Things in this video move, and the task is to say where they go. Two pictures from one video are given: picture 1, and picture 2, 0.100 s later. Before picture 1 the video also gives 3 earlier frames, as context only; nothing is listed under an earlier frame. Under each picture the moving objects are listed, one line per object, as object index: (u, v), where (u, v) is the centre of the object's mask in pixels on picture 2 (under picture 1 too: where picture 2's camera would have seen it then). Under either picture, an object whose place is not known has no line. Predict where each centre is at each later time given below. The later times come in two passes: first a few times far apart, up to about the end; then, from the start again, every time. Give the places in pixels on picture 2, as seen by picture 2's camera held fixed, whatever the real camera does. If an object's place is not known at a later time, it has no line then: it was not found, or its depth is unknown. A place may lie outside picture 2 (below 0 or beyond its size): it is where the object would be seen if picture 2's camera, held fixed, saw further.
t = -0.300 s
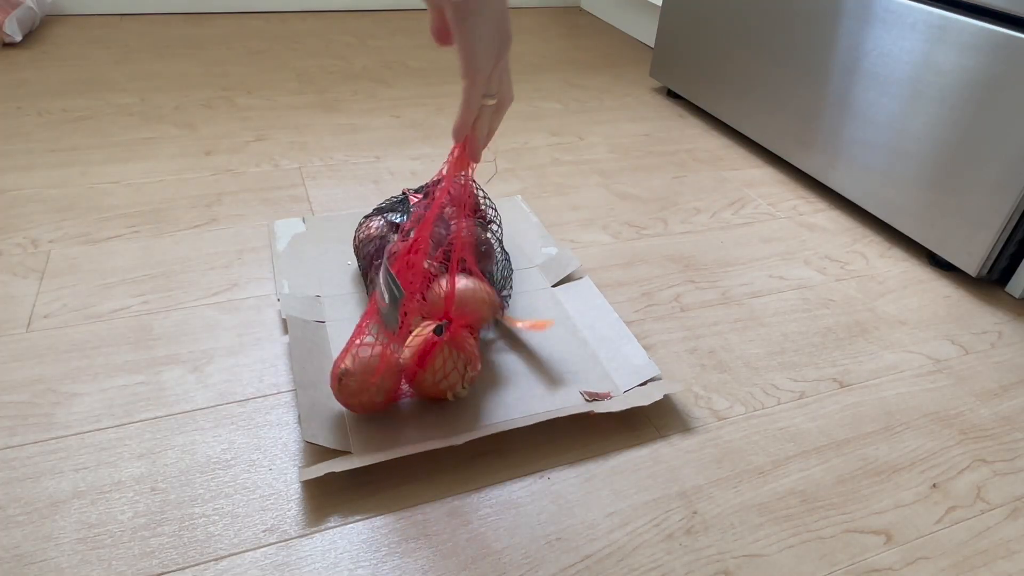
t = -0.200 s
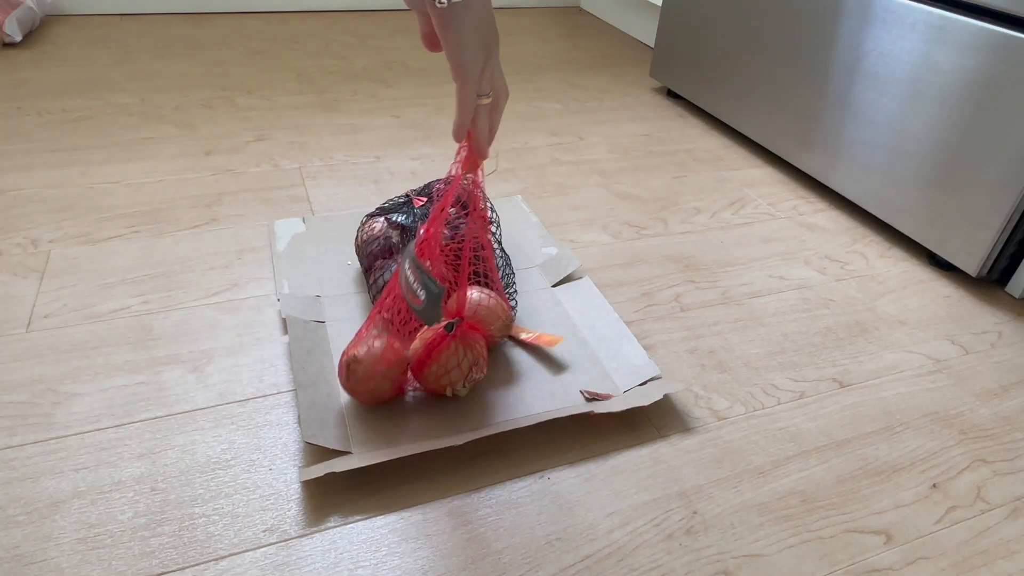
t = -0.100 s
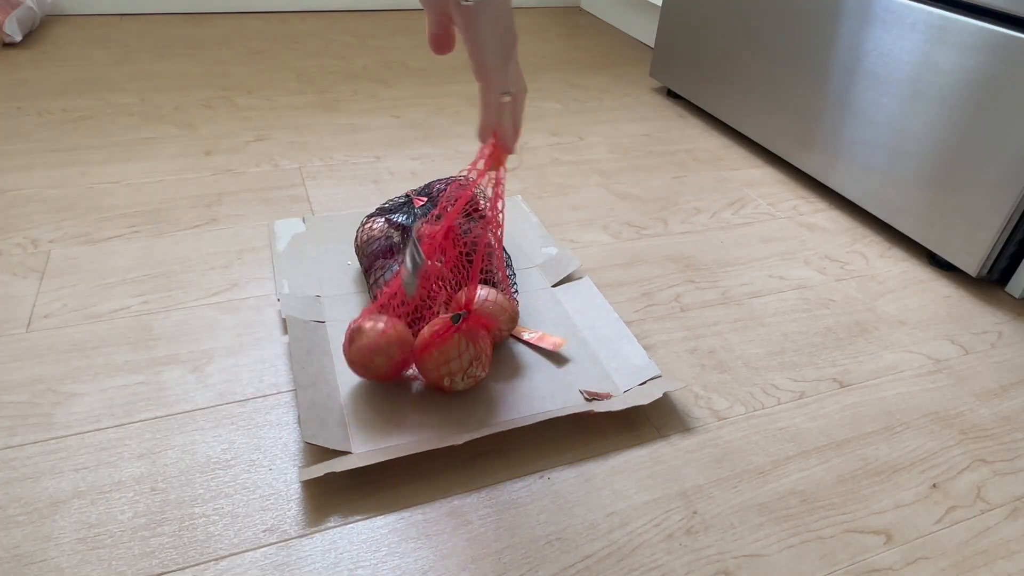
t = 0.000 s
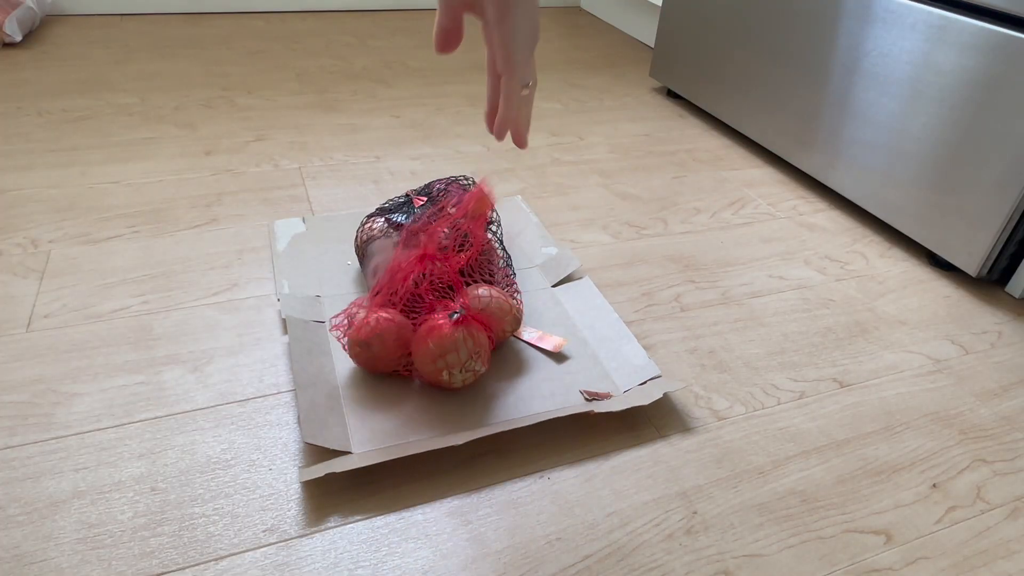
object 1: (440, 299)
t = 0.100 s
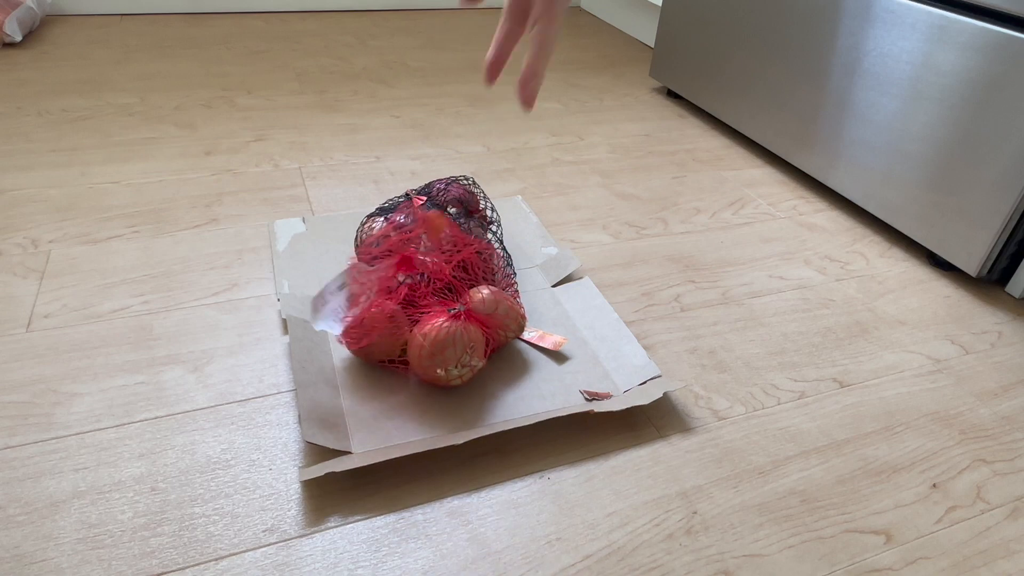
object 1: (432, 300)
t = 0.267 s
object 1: (425, 309)
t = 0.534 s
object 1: (426, 311)
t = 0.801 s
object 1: (426, 311)
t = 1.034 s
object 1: (426, 311)
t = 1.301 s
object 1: (426, 312)
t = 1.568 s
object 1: (426, 312)
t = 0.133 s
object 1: (426, 303)
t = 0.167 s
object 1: (425, 306)
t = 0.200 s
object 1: (424, 308)
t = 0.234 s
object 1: (425, 308)
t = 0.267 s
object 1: (425, 309)
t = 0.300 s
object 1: (426, 309)
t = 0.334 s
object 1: (426, 310)
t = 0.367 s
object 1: (427, 310)
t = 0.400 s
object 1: (427, 310)
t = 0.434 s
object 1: (427, 310)
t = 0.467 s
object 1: (426, 310)
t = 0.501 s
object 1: (426, 310)
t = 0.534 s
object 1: (426, 311)
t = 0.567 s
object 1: (426, 311)
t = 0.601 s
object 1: (426, 311)
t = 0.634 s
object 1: (427, 311)
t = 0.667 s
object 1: (427, 311)
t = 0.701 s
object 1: (426, 311)
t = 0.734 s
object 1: (426, 311)
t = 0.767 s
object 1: (426, 311)
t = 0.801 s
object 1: (426, 311)
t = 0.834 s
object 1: (426, 311)
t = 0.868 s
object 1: (426, 311)
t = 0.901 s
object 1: (424, 310)
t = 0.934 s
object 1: (426, 311)
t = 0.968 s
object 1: (426, 311)
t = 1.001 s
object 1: (426, 311)
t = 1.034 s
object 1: (426, 311)
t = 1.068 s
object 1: (426, 311)
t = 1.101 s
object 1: (426, 311)
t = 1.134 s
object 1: (426, 311)
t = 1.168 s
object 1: (426, 311)
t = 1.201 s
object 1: (426, 311)
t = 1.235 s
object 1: (426, 312)
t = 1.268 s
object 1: (426, 312)
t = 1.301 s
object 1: (426, 312)
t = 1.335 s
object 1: (426, 312)
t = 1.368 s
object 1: (426, 312)
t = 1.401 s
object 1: (426, 312)
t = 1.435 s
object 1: (426, 312)
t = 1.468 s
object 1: (426, 312)
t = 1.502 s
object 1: (426, 312)
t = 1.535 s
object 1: (426, 312)
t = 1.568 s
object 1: (426, 312)
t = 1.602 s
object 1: (426, 312)
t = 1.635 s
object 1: (426, 312)
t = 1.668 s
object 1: (426, 312)
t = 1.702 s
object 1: (426, 312)
